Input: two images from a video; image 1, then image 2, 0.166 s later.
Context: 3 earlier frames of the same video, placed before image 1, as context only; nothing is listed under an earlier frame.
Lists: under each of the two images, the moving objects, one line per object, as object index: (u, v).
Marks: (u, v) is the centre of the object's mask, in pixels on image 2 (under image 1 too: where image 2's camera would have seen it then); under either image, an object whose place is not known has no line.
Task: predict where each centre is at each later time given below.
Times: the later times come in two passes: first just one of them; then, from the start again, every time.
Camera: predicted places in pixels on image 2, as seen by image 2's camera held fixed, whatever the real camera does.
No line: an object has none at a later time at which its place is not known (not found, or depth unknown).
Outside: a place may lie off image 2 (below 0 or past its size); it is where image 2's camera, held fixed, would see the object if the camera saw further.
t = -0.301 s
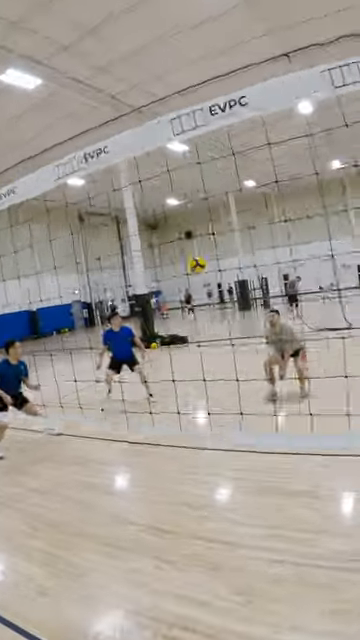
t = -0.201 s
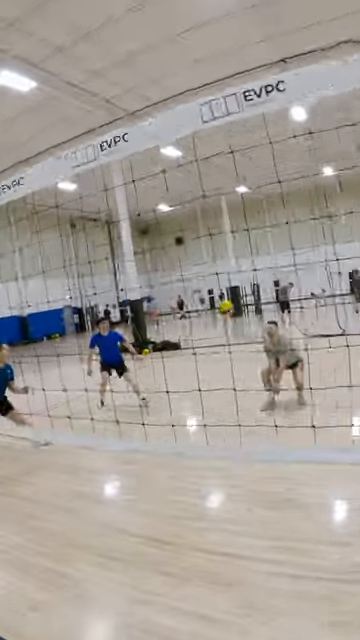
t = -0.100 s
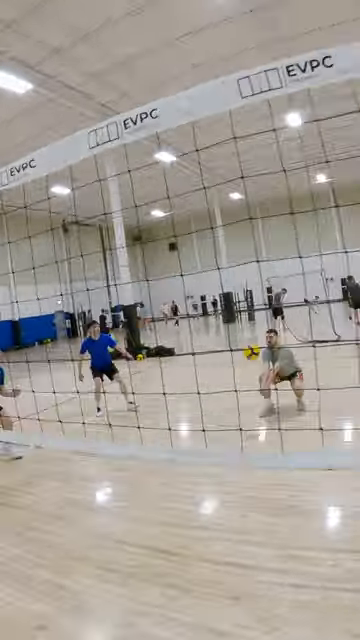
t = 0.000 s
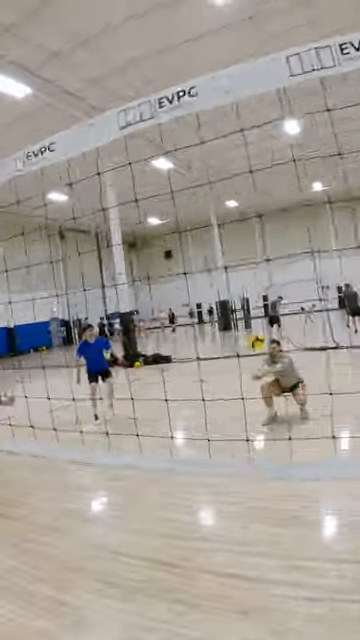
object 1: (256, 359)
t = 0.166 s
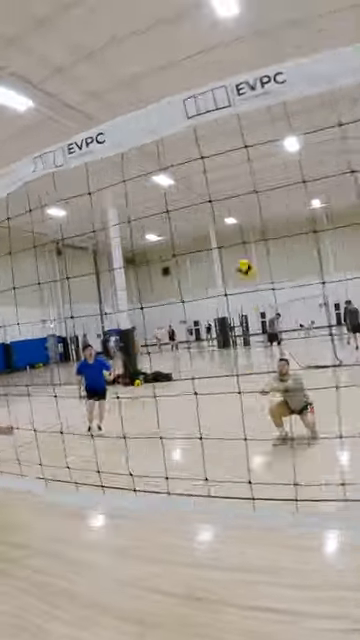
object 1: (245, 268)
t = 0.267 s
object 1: (237, 221)
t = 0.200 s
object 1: (243, 252)
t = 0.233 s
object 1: (241, 236)
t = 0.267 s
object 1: (237, 221)
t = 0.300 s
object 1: (234, 205)
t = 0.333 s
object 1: (231, 192)
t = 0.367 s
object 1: (229, 178)
